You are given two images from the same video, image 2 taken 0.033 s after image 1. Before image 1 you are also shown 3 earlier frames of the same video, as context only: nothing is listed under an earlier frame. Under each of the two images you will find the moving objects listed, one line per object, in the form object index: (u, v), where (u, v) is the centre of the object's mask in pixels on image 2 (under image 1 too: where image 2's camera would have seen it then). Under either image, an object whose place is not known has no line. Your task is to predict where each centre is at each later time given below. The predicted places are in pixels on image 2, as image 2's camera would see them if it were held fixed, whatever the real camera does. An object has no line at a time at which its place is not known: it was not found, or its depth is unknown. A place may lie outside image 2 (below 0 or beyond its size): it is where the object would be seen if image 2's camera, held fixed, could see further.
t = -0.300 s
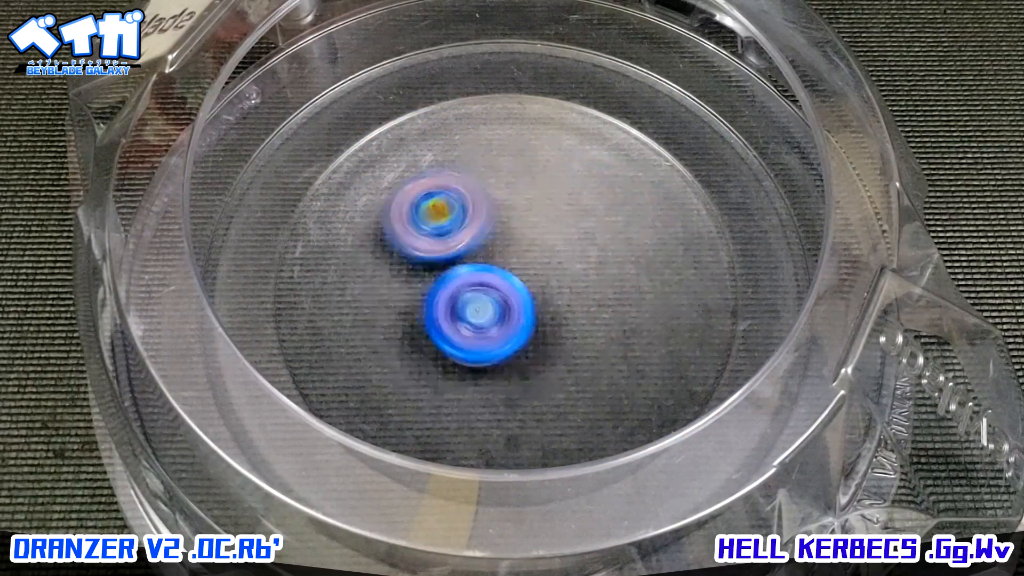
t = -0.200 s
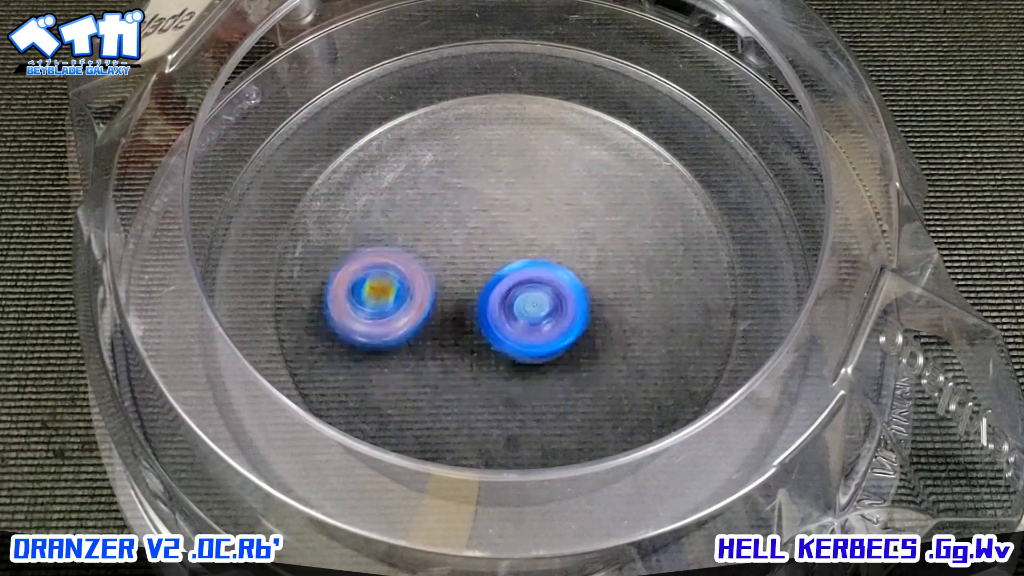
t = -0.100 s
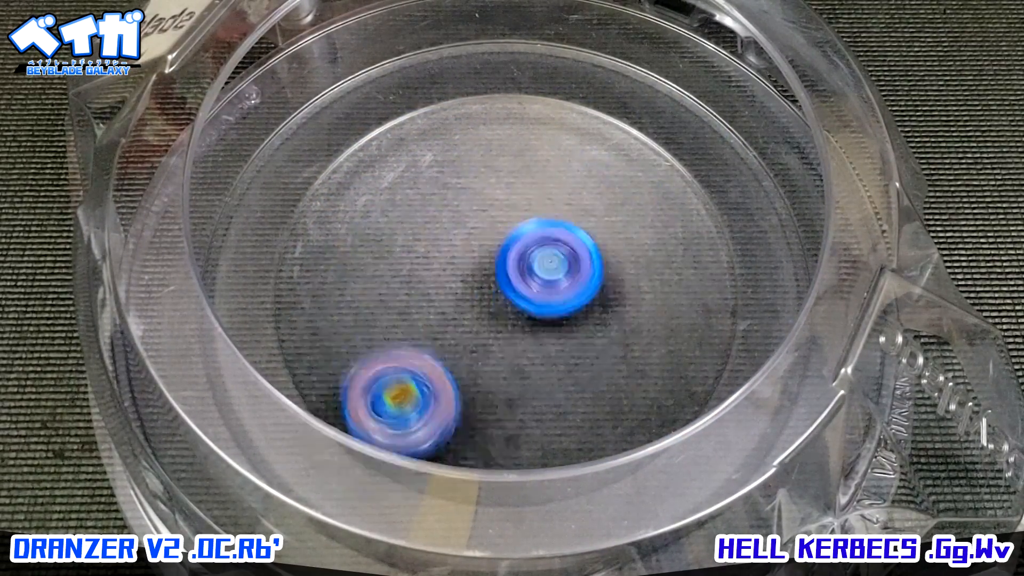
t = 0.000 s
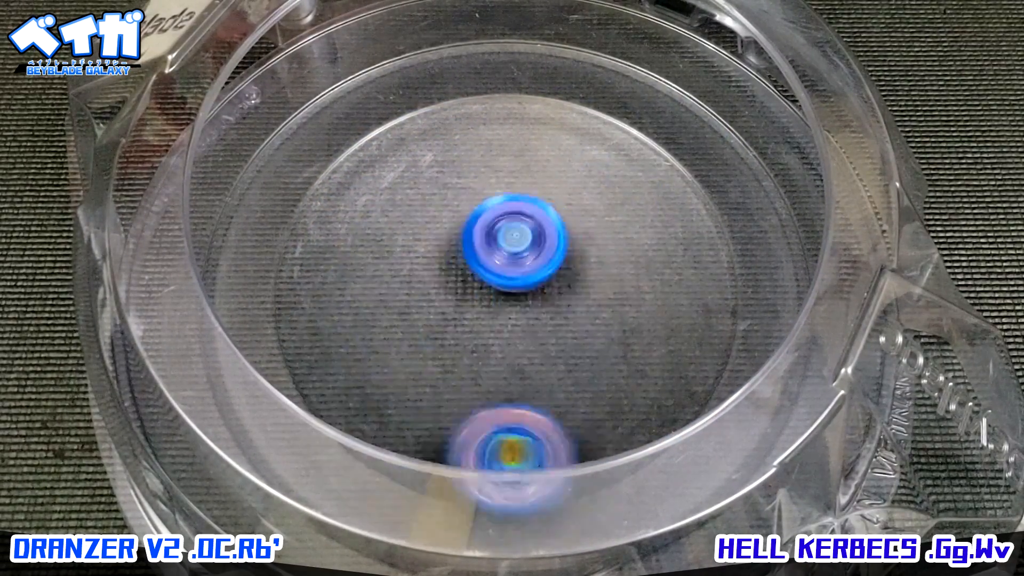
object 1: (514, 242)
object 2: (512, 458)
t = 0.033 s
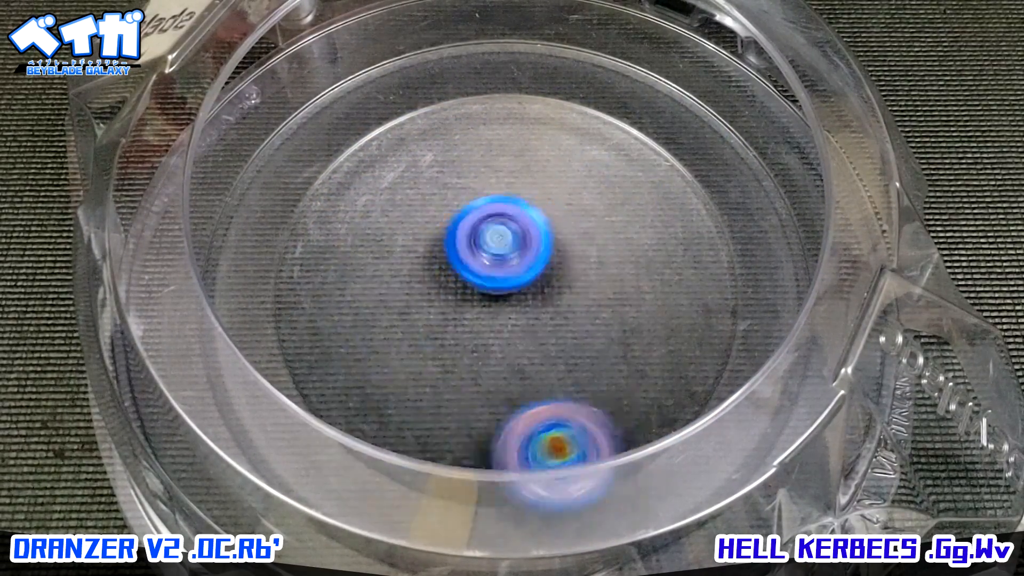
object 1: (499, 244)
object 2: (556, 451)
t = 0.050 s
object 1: (492, 246)
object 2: (575, 432)
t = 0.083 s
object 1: (482, 254)
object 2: (614, 417)
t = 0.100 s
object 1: (479, 260)
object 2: (630, 405)
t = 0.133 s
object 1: (479, 271)
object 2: (657, 375)
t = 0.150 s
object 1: (482, 276)
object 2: (664, 356)
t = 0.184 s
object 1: (489, 285)
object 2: (670, 315)
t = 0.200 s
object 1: (493, 287)
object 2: (670, 294)
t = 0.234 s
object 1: (498, 292)
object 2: (659, 256)
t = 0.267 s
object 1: (502, 294)
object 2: (642, 221)
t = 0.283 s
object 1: (504, 294)
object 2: (629, 205)
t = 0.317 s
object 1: (504, 293)
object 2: (600, 179)
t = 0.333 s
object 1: (505, 292)
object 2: (585, 168)
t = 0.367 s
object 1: (504, 289)
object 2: (550, 148)
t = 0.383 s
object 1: (504, 288)
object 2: (531, 140)
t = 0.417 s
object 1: (503, 284)
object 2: (493, 130)
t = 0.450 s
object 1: (501, 280)
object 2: (451, 127)
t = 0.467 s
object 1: (501, 278)
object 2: (429, 128)
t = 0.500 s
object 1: (501, 274)
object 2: (389, 134)
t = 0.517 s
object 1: (501, 272)
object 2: (370, 140)
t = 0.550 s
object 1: (503, 268)
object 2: (332, 156)
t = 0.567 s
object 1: (504, 267)
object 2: (318, 166)
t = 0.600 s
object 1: (506, 265)
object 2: (295, 194)
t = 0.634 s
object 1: (509, 264)
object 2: (276, 224)
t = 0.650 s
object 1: (510, 264)
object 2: (268, 239)
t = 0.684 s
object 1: (514, 264)
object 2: (257, 263)
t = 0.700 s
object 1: (515, 265)
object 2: (254, 274)
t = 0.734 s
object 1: (517, 267)
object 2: (248, 290)
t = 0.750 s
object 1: (517, 268)
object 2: (247, 298)
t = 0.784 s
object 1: (517, 271)
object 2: (246, 310)
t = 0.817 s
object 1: (516, 273)
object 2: (247, 321)
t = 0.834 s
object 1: (515, 275)
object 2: (249, 325)
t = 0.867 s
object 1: (513, 276)
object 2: (252, 336)
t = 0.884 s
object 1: (511, 276)
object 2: (256, 340)
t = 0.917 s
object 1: (509, 276)
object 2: (263, 348)
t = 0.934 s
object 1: (507, 276)
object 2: (266, 353)
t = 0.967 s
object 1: (506, 274)
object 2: (277, 359)
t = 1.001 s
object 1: (506, 272)
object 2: (290, 367)
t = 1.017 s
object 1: (506, 271)
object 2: (299, 370)
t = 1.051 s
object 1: (507, 270)
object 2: (326, 376)
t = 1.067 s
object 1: (508, 269)
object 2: (340, 384)
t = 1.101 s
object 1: (509, 268)
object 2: (371, 397)
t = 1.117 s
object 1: (511, 268)
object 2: (392, 405)
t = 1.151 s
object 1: (512, 268)
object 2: (435, 414)
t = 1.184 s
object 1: (515, 268)
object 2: (482, 414)
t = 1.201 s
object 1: (515, 269)
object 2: (503, 411)
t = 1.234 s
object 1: (516, 271)
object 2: (546, 396)
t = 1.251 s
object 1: (516, 271)
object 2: (565, 387)
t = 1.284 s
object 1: (515, 272)
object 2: (596, 363)
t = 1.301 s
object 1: (514, 273)
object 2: (610, 349)
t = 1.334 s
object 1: (513, 274)
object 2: (633, 320)
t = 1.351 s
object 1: (512, 274)
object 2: (641, 303)
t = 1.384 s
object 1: (510, 274)
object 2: (652, 272)
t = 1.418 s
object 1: (509, 273)
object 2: (658, 239)
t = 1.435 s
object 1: (509, 273)
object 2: (658, 222)
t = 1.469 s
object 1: (509, 272)
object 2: (652, 192)
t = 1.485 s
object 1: (508, 271)
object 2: (648, 178)
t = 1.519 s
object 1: (509, 270)
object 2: (634, 149)
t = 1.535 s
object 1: (509, 270)
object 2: (626, 135)
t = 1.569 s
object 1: (510, 270)
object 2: (604, 111)
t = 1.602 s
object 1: (512, 269)
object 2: (576, 91)
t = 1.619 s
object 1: (512, 270)
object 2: (560, 86)
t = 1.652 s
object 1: (514, 270)
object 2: (528, 77)
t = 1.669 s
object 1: (515, 271)
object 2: (513, 76)
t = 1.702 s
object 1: (517, 272)
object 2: (484, 78)
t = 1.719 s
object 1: (517, 273)
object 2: (469, 83)
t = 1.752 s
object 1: (517, 274)
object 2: (440, 97)
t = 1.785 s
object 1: (517, 276)
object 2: (413, 120)
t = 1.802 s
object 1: (517, 276)
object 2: (402, 135)
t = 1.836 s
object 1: (516, 278)
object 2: (385, 166)
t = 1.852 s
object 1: (516, 278)
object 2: (379, 183)
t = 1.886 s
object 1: (514, 279)
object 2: (372, 217)
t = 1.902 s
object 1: (514, 279)
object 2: (372, 235)
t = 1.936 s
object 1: (512, 278)
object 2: (379, 272)
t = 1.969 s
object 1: (511, 277)
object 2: (390, 306)
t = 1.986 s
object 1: (510, 277)
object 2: (401, 320)
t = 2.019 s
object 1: (509, 275)
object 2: (423, 350)
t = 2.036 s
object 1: (509, 274)
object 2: (437, 362)
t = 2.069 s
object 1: (510, 273)
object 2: (466, 384)
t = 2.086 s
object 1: (510, 272)
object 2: (482, 392)
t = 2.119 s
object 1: (511, 271)
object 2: (516, 403)
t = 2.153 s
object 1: (513, 271)
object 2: (552, 410)
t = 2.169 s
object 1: (514, 271)
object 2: (571, 410)
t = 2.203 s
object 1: (515, 272)
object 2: (607, 407)
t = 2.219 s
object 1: (516, 273)
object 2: (625, 402)
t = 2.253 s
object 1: (516, 274)
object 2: (659, 389)
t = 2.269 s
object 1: (517, 275)
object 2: (675, 381)
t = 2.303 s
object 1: (516, 277)
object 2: (702, 361)
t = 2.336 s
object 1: (515, 278)
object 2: (720, 336)
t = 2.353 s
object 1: (514, 279)
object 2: (726, 321)
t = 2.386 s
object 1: (512, 279)
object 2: (730, 287)
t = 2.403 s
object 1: (511, 279)
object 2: (728, 273)
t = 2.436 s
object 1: (510, 279)
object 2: (714, 243)
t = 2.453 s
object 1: (509, 279)
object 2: (704, 230)
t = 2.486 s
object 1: (507, 278)
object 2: (681, 208)
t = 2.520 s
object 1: (507, 277)
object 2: (652, 191)
